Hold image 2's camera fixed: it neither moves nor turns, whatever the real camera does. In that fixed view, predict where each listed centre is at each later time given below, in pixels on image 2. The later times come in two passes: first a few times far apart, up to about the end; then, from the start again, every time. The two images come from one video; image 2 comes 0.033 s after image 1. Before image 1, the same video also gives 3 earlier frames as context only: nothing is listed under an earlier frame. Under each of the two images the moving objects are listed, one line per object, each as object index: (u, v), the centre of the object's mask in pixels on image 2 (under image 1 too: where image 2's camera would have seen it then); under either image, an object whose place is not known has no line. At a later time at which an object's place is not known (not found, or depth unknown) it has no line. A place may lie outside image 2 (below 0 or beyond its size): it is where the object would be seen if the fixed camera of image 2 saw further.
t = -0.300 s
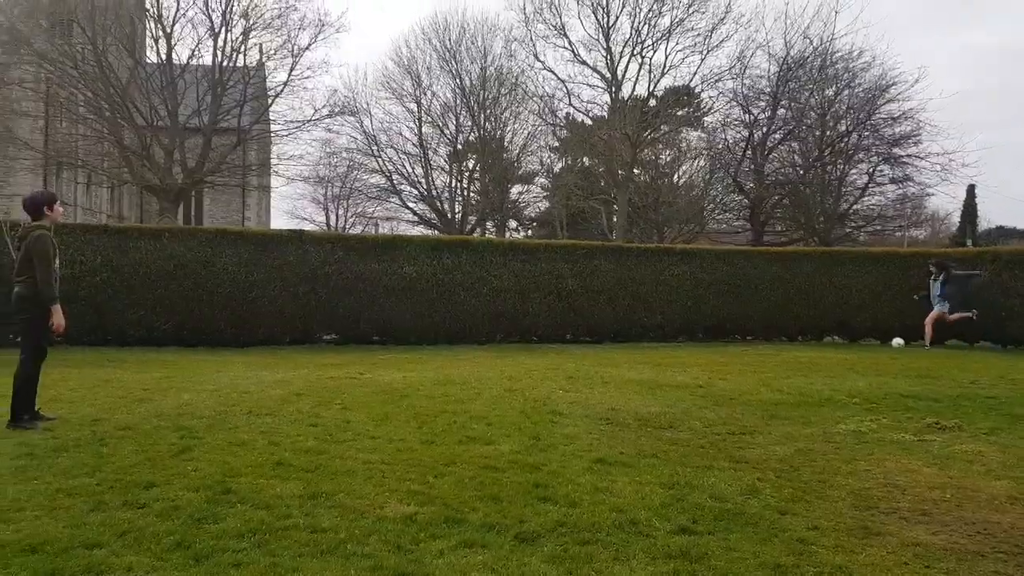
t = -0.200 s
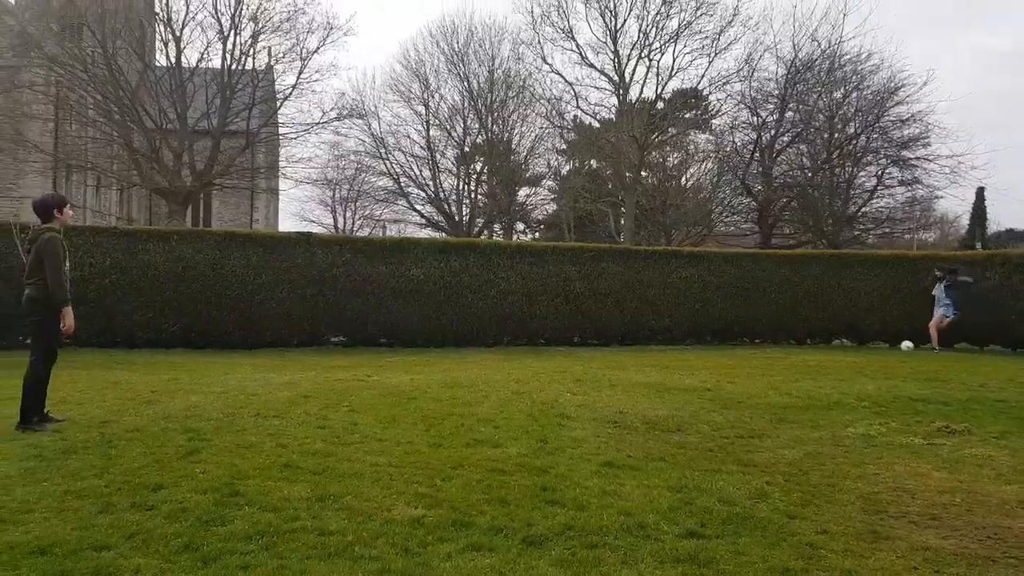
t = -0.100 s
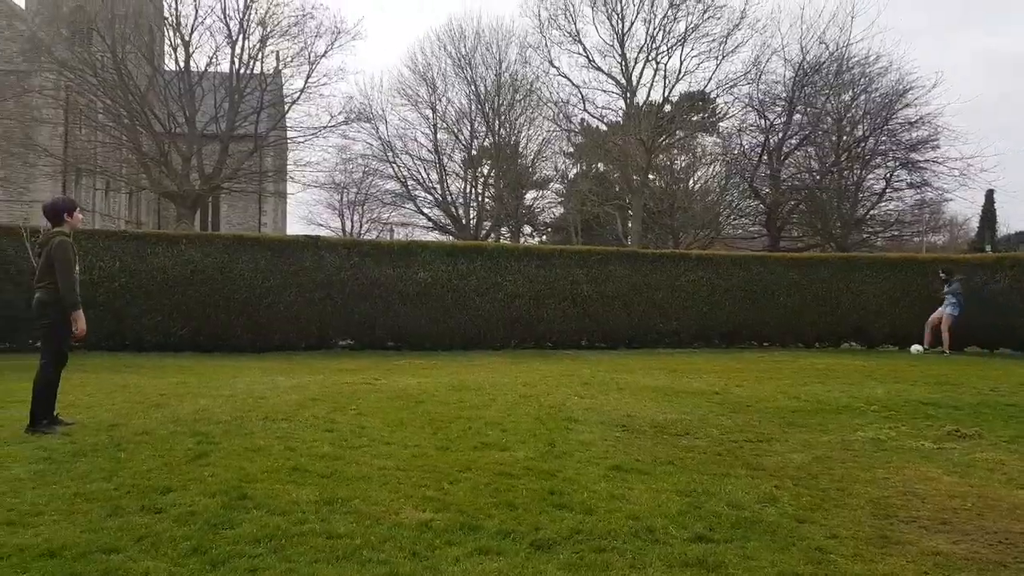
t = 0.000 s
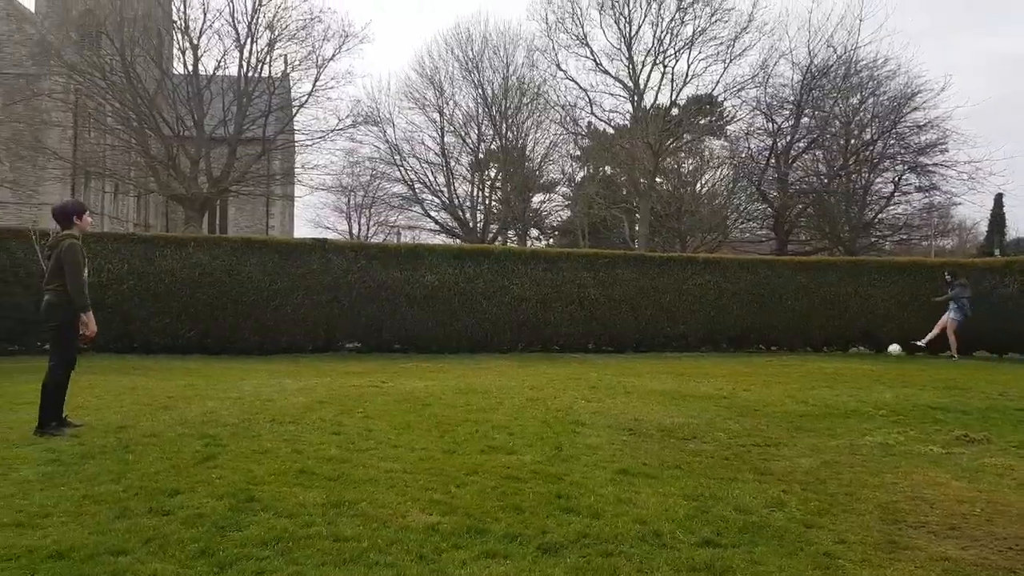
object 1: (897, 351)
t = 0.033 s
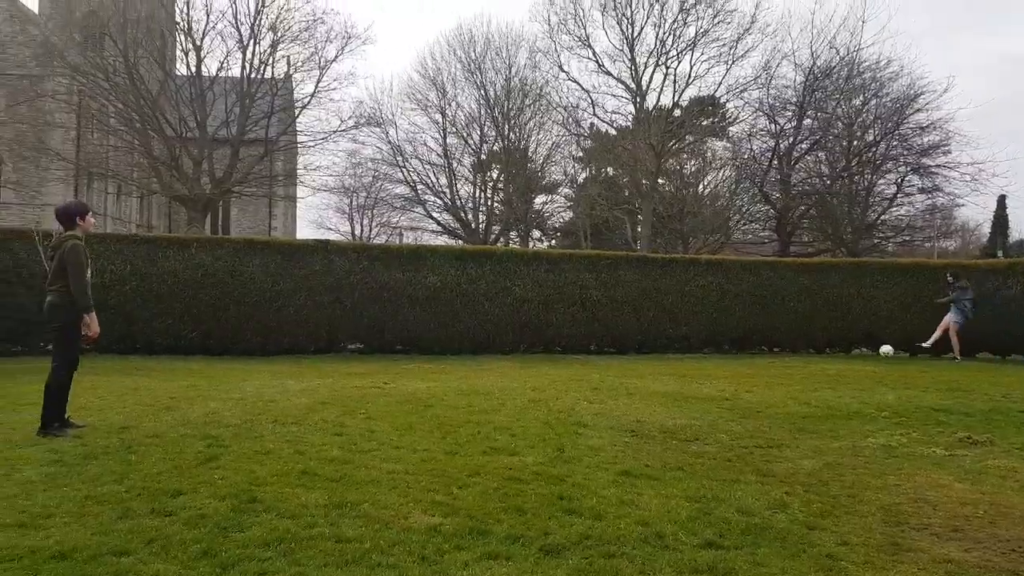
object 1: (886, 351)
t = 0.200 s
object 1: (829, 358)
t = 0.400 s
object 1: (762, 365)
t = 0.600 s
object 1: (699, 370)
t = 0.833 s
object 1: (636, 371)
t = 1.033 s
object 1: (586, 378)
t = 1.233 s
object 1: (536, 379)
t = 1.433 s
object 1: (481, 386)
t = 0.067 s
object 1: (875, 351)
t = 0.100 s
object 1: (865, 351)
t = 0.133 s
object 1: (853, 353)
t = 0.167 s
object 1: (841, 355)
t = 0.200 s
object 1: (829, 358)
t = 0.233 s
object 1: (817, 362)
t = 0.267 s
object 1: (805, 363)
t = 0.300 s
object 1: (795, 363)
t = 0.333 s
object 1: (784, 363)
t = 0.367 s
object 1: (773, 363)
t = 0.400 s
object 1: (762, 365)
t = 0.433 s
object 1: (751, 366)
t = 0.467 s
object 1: (740, 368)
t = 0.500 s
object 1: (730, 368)
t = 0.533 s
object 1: (720, 368)
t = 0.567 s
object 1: (709, 369)
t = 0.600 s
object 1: (699, 370)
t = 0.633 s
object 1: (689, 370)
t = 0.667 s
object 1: (680, 371)
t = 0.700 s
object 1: (671, 371)
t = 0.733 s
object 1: (662, 372)
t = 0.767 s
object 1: (652, 372)
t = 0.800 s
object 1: (643, 372)
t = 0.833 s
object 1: (636, 371)
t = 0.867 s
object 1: (627, 370)
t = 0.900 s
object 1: (619, 370)
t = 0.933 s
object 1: (611, 372)
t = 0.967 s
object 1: (603, 374)
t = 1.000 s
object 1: (593, 377)
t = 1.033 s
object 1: (586, 378)
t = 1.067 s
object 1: (578, 377)
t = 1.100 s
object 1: (570, 378)
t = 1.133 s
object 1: (562, 379)
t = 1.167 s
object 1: (553, 379)
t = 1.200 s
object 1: (545, 379)
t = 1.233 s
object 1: (536, 379)
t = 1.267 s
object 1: (527, 379)
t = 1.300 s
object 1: (517, 381)
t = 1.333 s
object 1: (508, 382)
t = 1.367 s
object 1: (499, 384)
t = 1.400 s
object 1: (490, 384)
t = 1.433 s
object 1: (481, 386)
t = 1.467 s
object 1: (472, 387)
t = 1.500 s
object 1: (462, 388)
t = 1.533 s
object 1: (452, 388)
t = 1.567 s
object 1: (443, 388)
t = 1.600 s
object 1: (433, 389)
